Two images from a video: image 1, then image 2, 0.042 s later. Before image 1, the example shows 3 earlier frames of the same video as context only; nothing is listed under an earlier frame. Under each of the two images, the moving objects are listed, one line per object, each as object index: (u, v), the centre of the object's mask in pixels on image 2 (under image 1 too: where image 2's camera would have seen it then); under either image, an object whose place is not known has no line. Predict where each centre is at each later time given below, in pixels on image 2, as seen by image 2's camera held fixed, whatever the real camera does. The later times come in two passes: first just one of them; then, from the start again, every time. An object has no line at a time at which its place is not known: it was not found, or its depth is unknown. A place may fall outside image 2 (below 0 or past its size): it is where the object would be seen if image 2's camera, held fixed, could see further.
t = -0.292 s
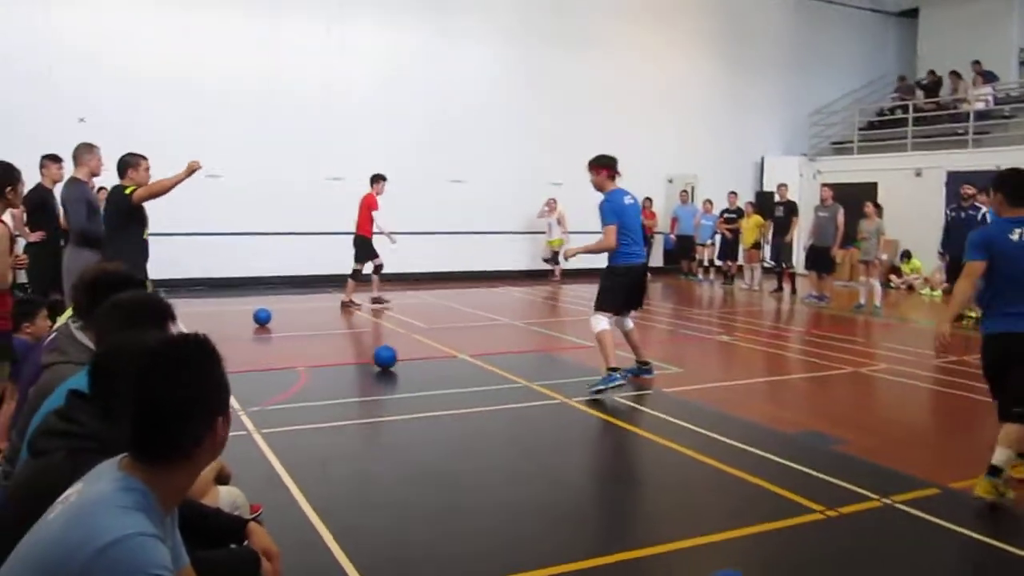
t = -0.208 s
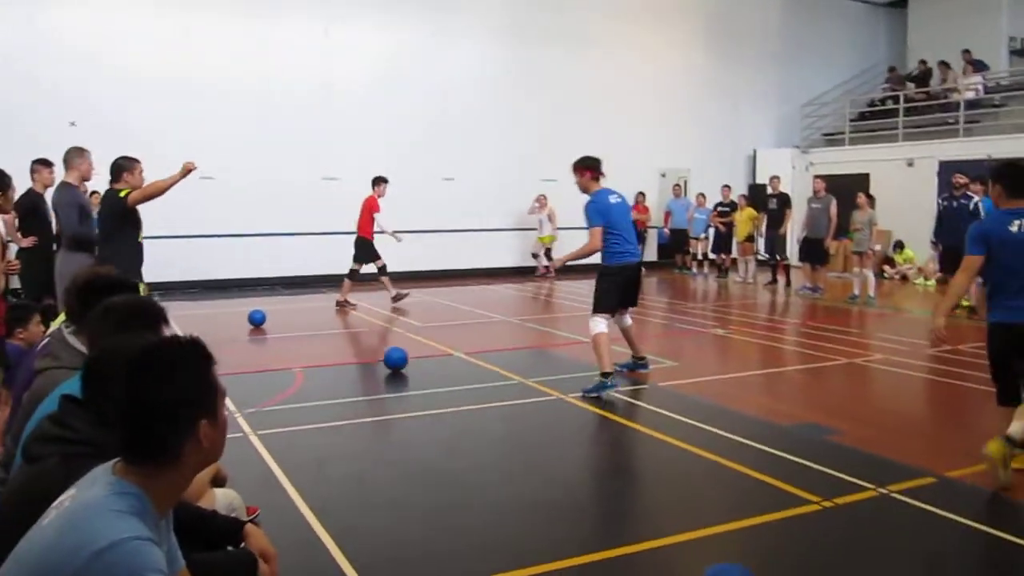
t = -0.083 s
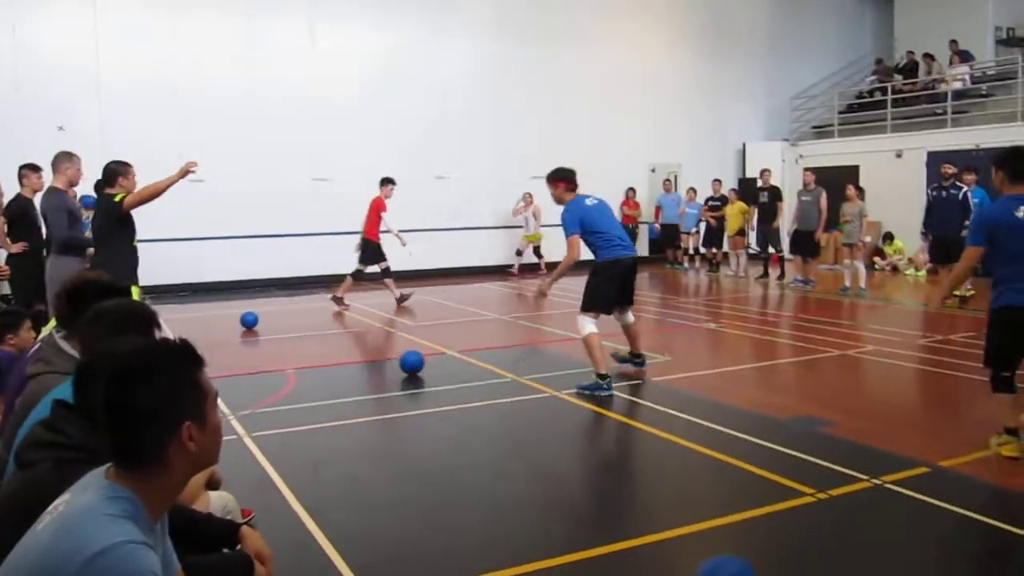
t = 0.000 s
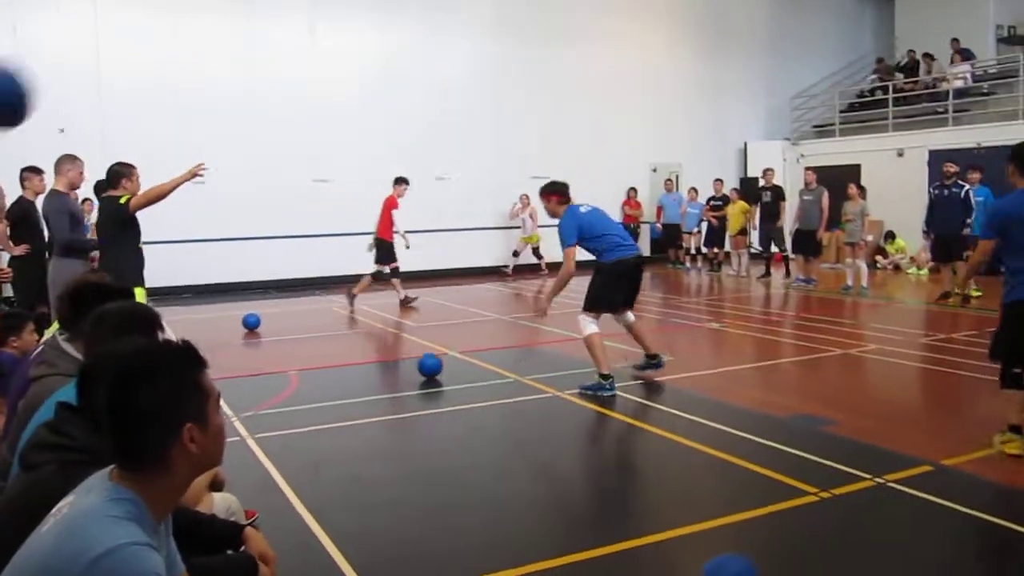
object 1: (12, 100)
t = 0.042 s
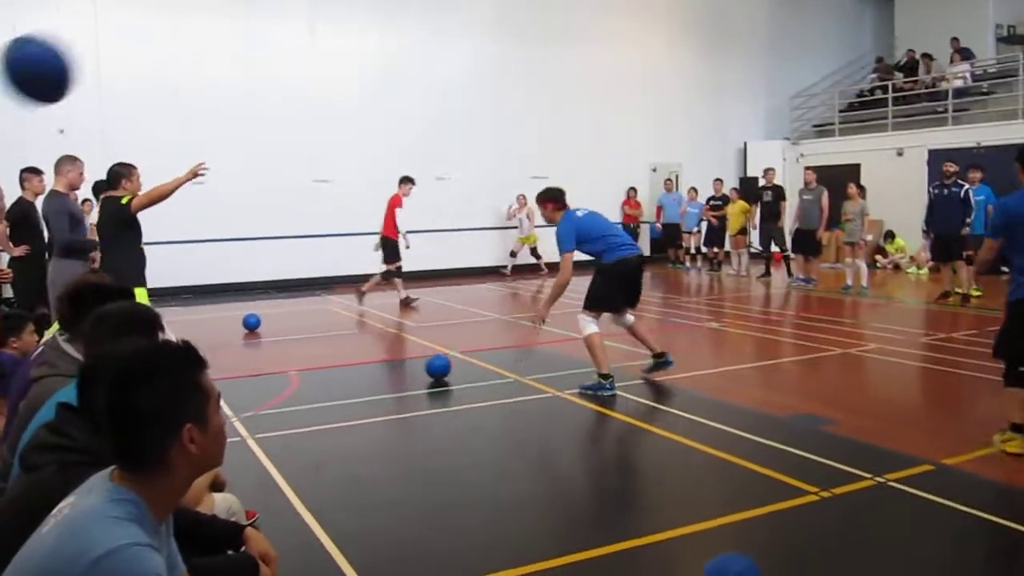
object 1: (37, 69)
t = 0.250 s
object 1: (237, 31)
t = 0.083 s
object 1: (79, 50)
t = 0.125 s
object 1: (121, 36)
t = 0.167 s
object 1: (161, 30)
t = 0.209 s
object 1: (200, 28)
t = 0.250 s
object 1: (237, 31)
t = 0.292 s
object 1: (275, 40)
